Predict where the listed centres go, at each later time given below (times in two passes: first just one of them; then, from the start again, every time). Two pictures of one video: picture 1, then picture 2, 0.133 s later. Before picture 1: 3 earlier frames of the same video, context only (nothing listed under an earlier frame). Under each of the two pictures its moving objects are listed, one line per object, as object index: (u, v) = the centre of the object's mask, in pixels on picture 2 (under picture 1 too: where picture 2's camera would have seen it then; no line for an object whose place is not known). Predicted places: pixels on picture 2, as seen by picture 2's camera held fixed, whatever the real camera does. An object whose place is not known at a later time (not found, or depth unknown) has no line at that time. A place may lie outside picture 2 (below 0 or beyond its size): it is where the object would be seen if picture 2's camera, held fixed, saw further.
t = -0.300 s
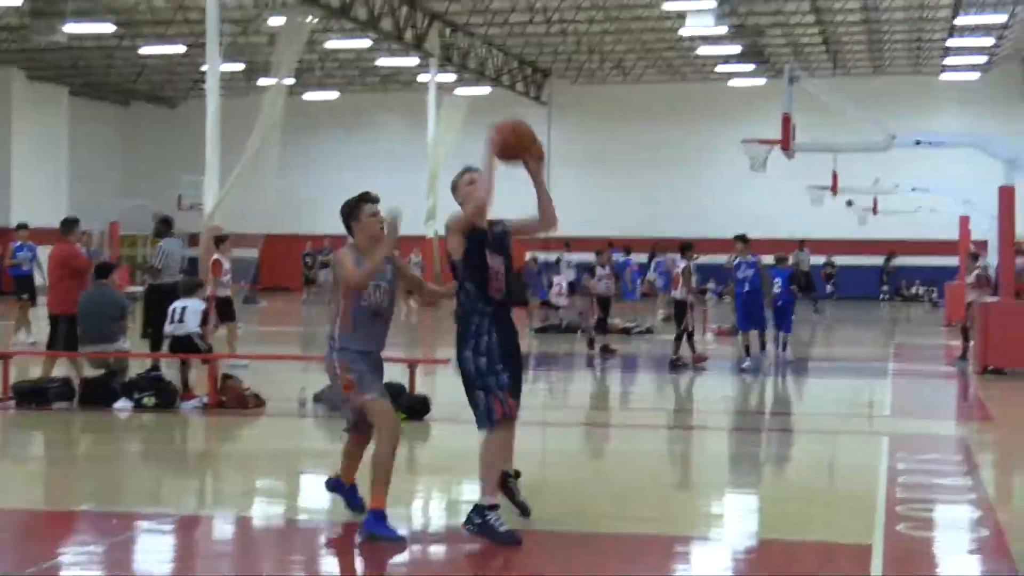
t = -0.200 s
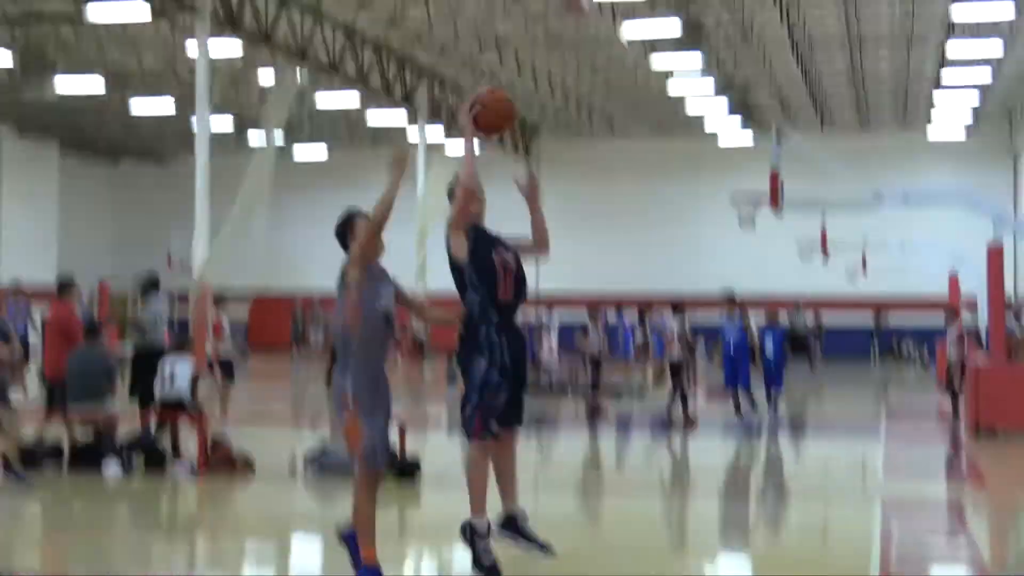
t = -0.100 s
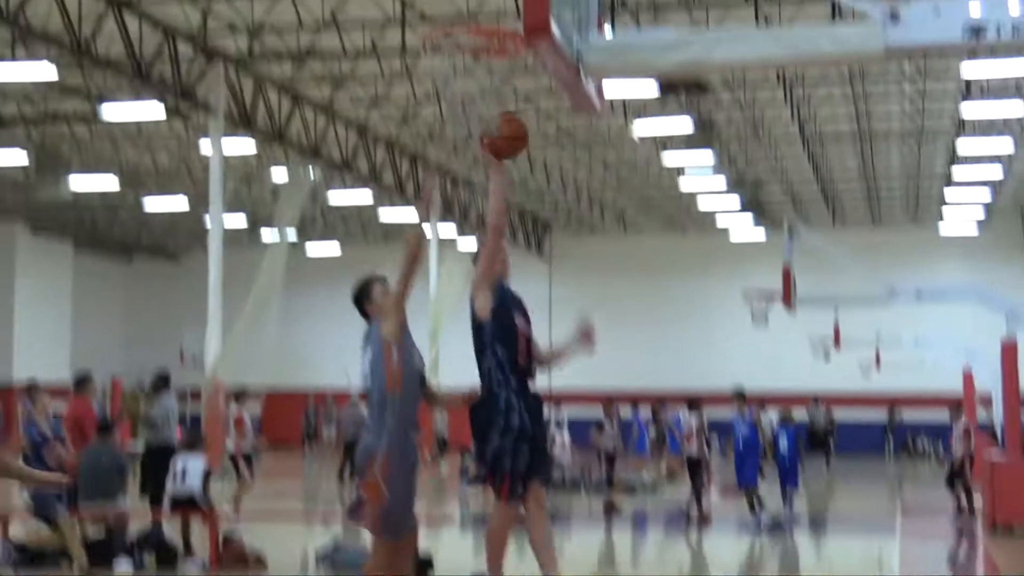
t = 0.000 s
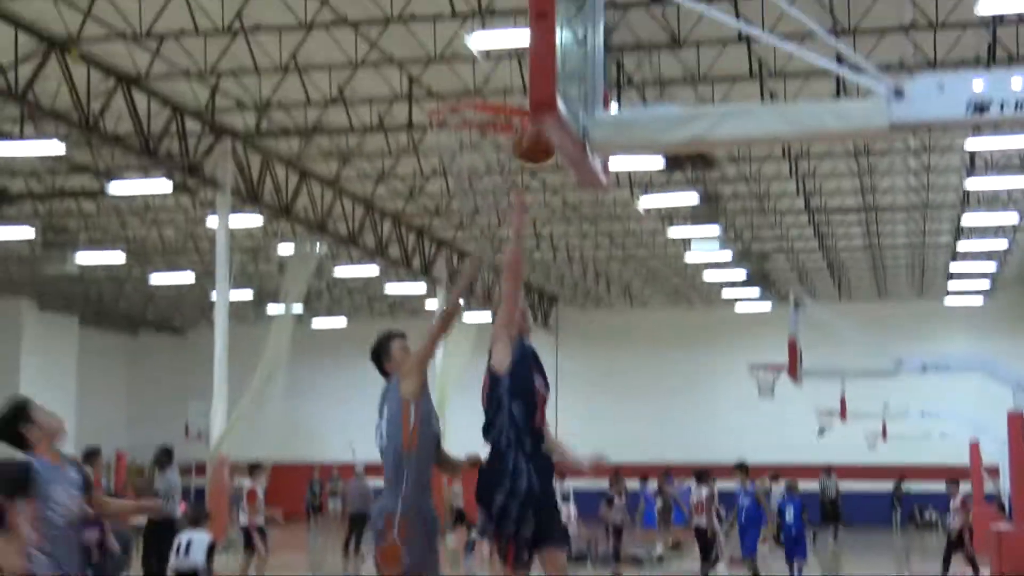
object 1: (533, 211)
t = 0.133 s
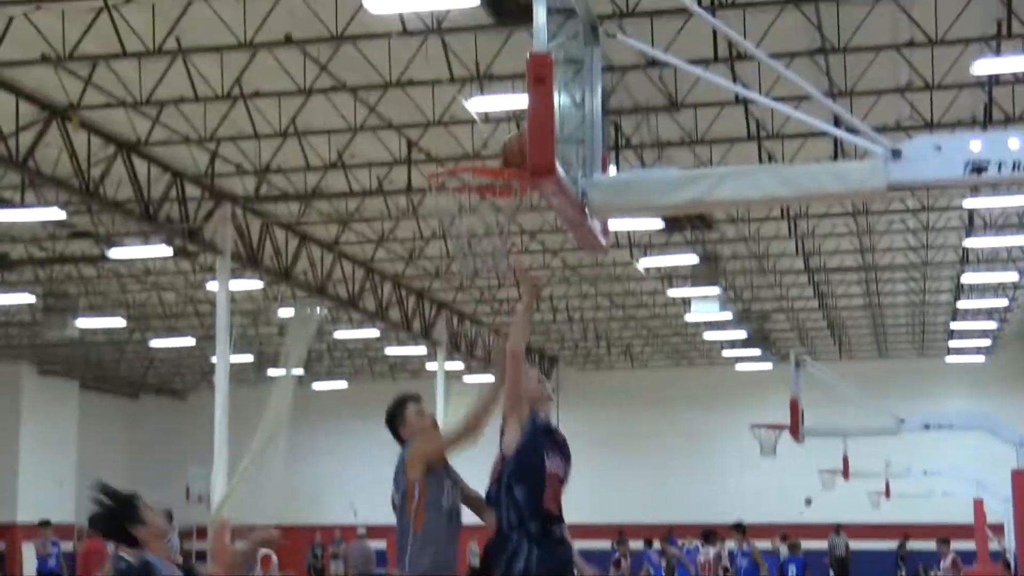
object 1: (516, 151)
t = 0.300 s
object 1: (458, 182)
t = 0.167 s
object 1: (509, 150)
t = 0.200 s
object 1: (500, 152)
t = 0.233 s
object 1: (486, 162)
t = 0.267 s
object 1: (472, 169)
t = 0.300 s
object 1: (458, 182)
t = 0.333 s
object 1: (460, 195)
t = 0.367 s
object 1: (471, 206)
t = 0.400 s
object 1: (481, 223)
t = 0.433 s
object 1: (489, 241)
